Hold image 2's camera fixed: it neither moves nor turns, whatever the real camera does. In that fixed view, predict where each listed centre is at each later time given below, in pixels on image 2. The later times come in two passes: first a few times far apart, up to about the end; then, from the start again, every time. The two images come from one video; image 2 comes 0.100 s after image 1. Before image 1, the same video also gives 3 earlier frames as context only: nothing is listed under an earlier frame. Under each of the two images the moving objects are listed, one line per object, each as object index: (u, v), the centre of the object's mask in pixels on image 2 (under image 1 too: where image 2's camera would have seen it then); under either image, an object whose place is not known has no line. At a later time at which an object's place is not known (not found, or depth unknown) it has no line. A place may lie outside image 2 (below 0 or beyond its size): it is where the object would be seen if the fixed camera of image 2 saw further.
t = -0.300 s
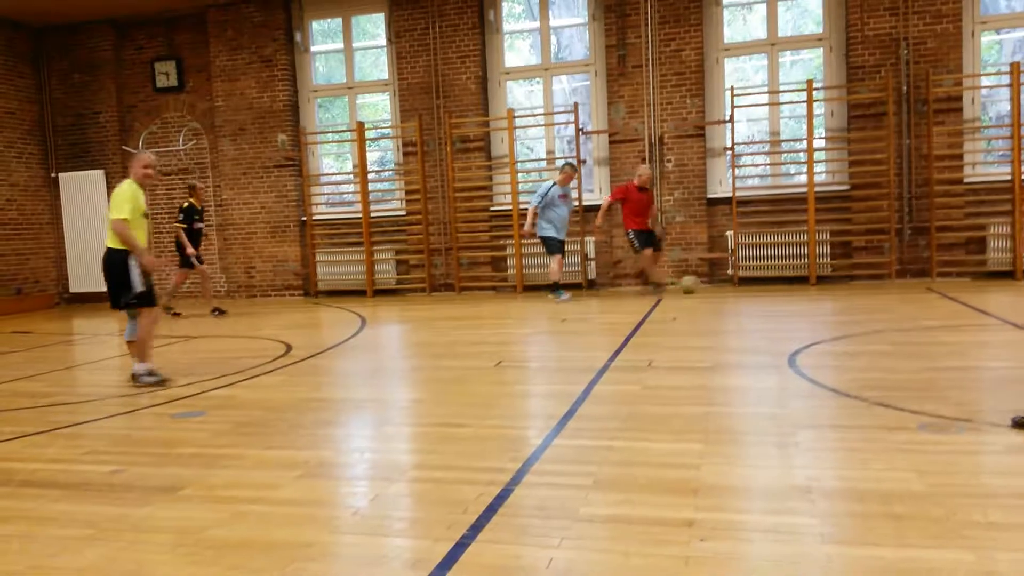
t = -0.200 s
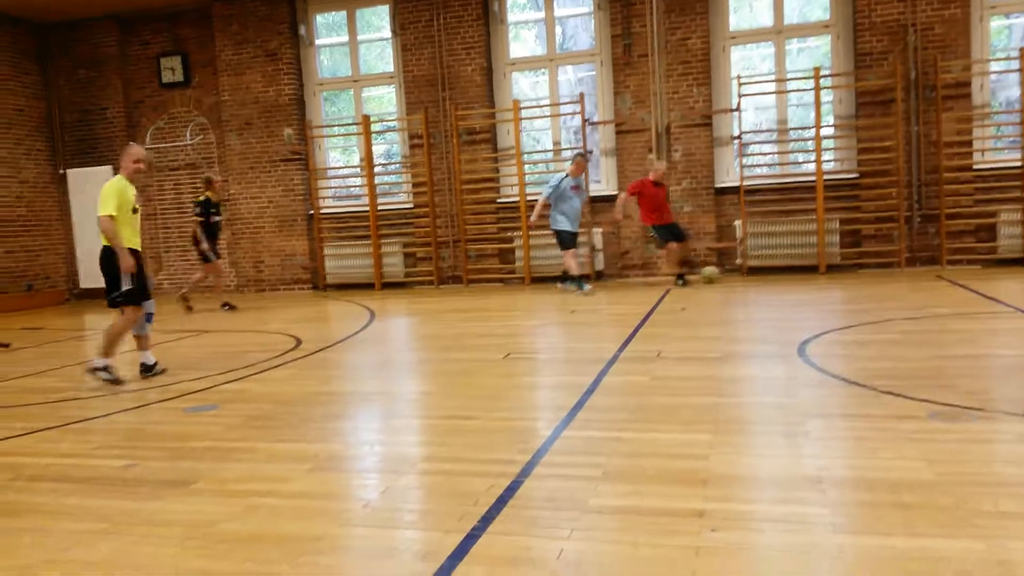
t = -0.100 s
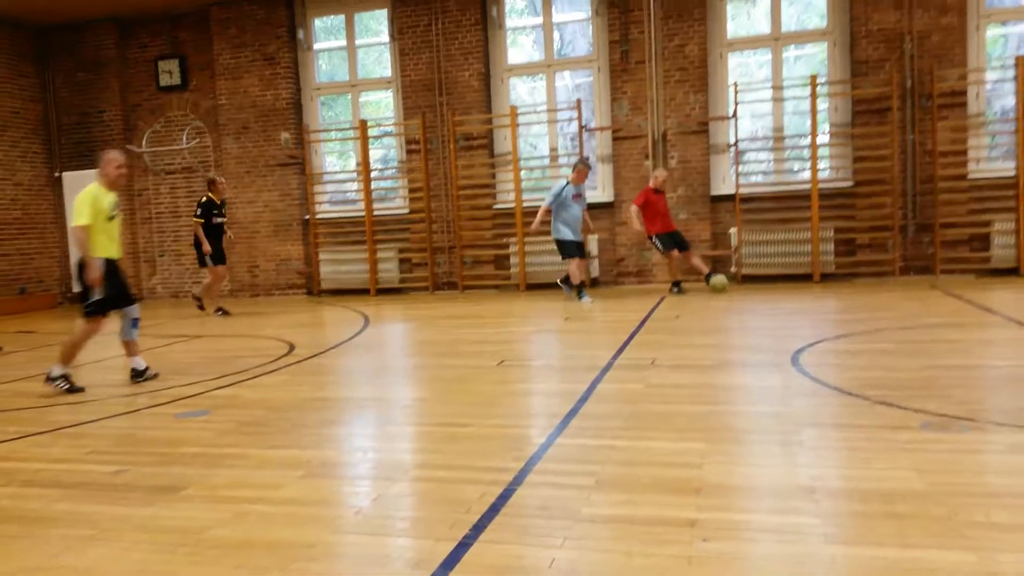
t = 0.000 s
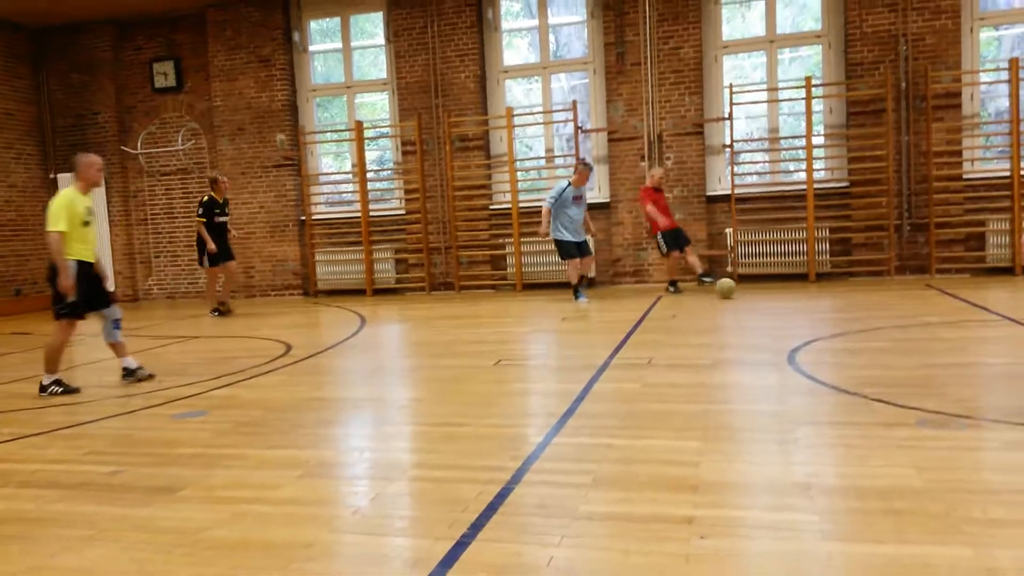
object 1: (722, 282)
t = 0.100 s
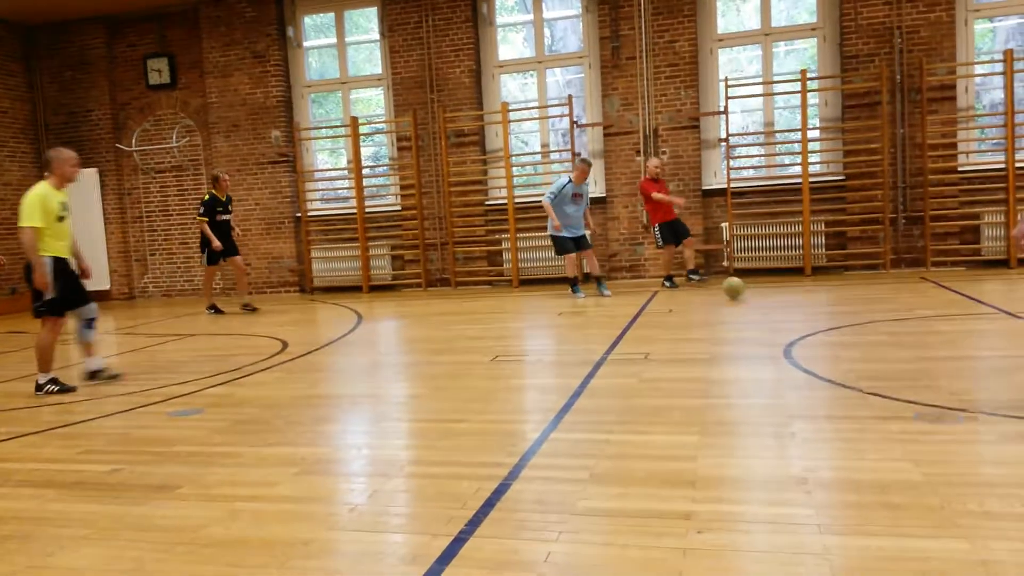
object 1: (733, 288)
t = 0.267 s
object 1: (756, 301)
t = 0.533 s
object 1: (797, 323)
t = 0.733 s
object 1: (844, 345)
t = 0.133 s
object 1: (737, 291)
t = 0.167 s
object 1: (742, 294)
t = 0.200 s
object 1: (747, 295)
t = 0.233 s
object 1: (751, 297)
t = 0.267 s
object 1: (756, 301)
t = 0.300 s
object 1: (761, 303)
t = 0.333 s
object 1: (765, 304)
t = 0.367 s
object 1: (770, 307)
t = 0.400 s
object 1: (775, 310)
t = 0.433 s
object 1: (780, 314)
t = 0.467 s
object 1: (786, 316)
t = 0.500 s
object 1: (792, 320)
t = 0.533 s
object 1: (797, 323)
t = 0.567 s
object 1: (804, 325)
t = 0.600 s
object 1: (811, 329)
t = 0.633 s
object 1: (819, 332)
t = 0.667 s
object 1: (826, 333)
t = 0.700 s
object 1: (834, 337)
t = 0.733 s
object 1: (844, 345)
